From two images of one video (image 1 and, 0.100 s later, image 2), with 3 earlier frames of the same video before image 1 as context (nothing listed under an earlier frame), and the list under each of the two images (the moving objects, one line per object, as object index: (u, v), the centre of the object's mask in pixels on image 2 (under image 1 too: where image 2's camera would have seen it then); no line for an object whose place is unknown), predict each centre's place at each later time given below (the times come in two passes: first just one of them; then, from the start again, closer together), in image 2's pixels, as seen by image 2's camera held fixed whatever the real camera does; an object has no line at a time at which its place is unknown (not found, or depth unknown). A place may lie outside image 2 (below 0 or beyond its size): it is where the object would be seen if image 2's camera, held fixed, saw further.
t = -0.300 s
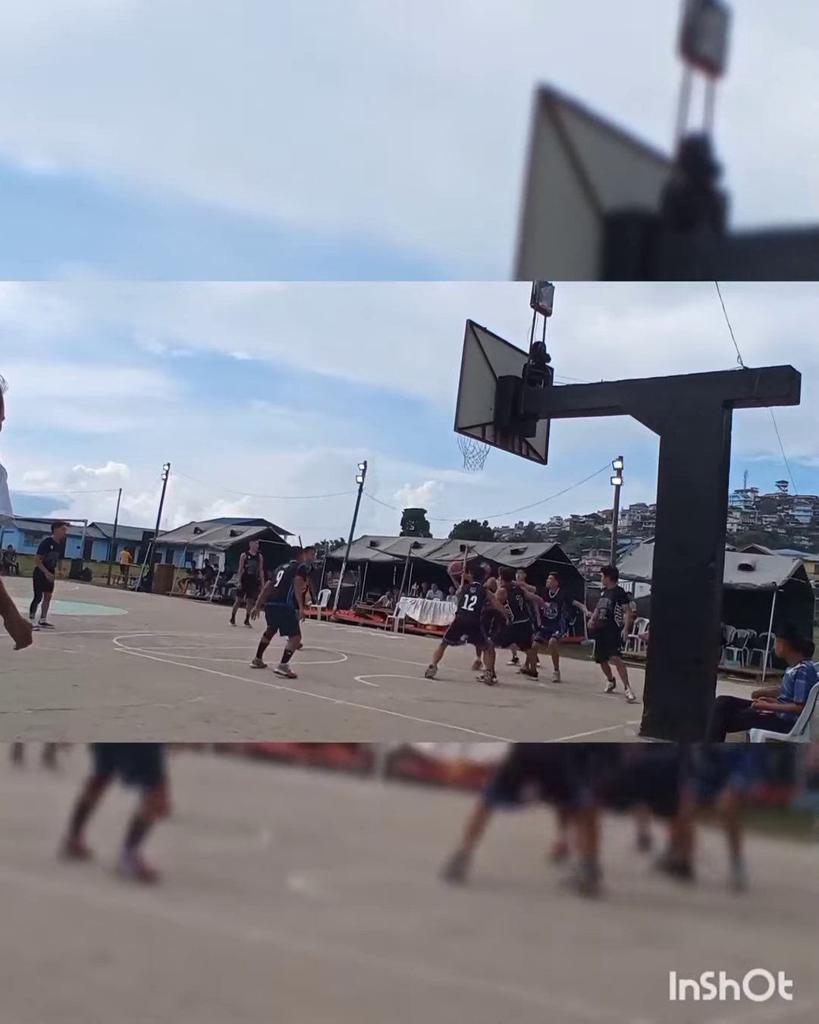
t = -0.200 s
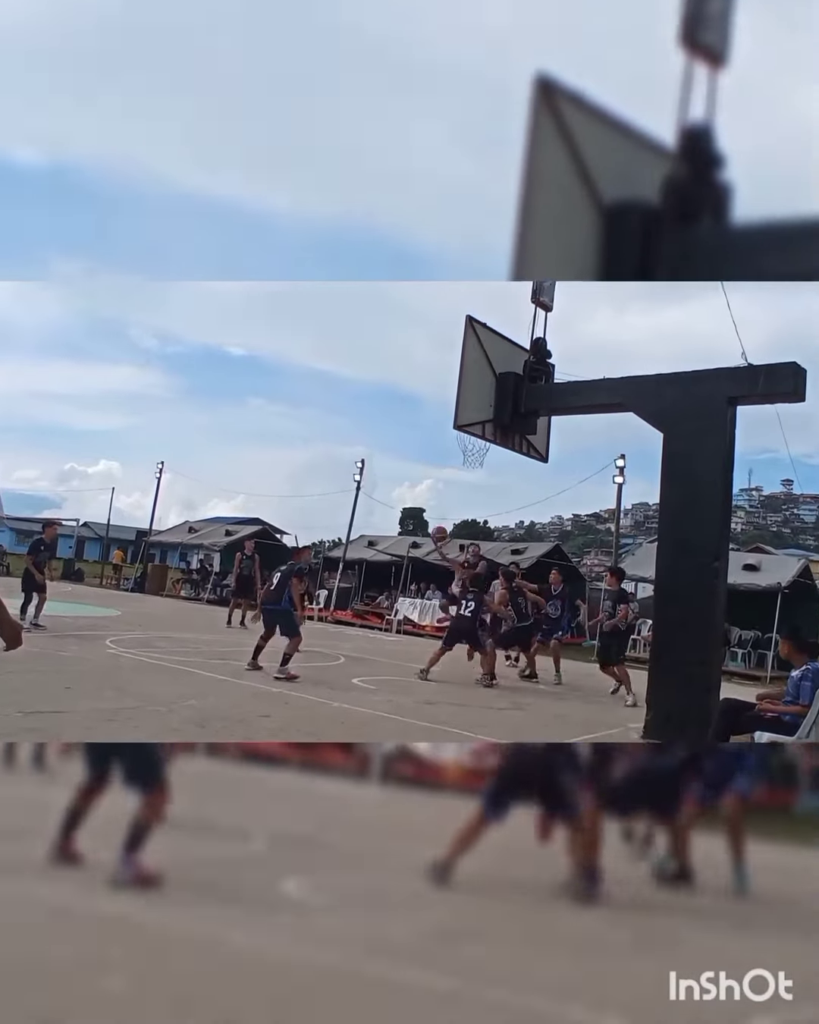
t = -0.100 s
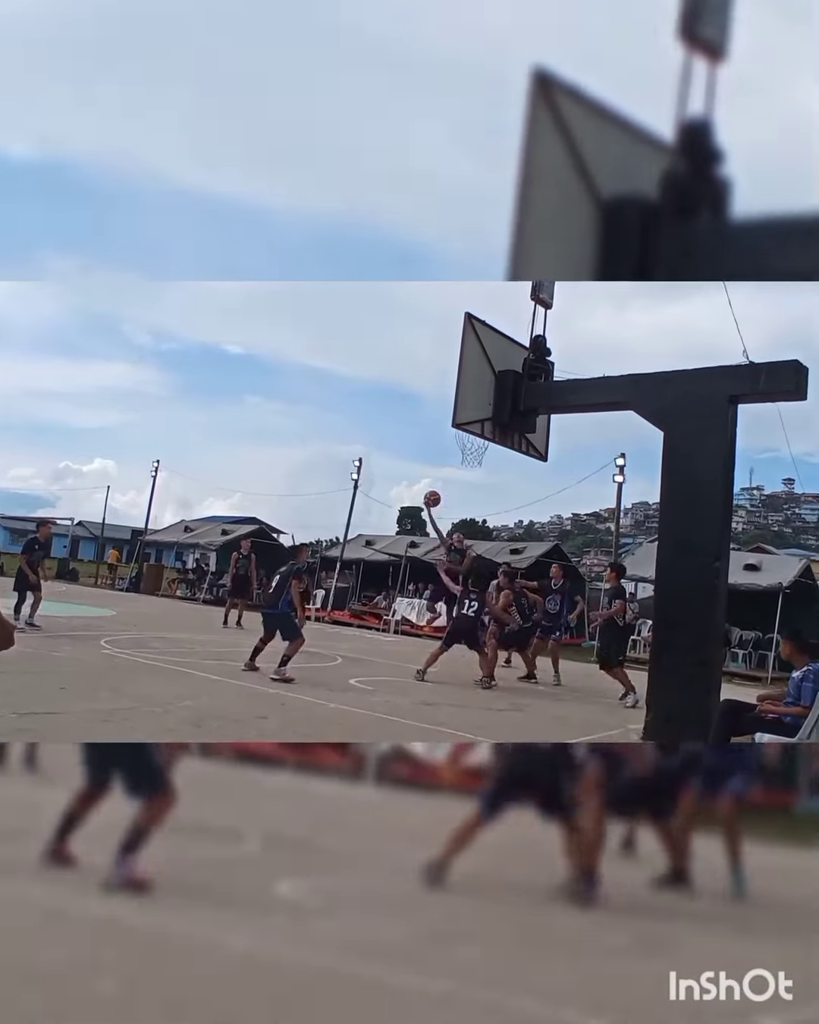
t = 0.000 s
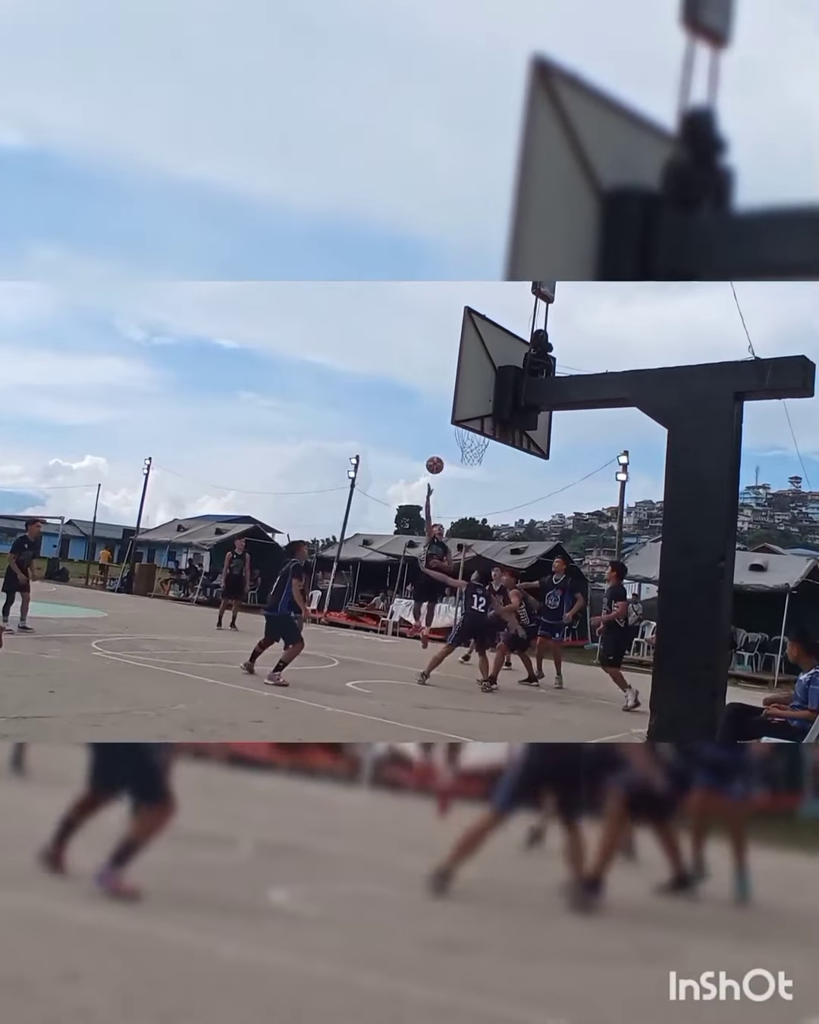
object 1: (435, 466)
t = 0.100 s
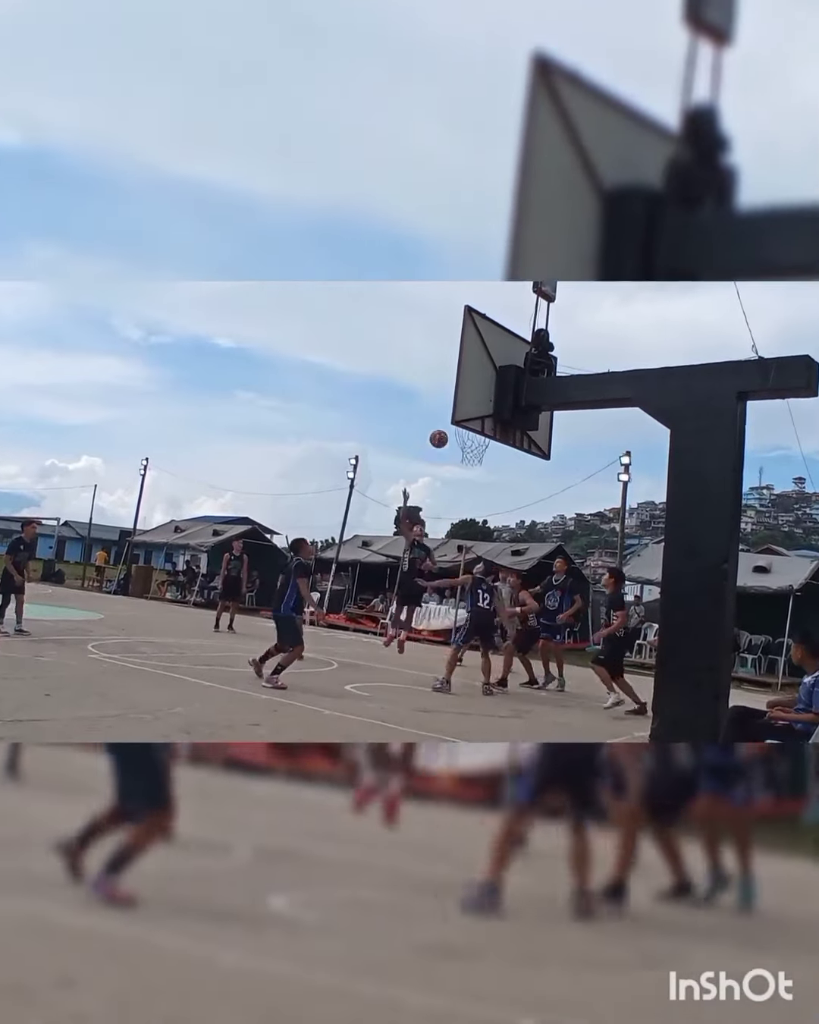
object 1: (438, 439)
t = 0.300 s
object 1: (444, 403)
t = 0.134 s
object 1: (440, 431)
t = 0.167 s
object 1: (440, 424)
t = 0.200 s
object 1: (442, 418)
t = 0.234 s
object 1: (443, 412)
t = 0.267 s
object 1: (444, 407)
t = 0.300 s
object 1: (444, 403)
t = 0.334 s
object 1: (445, 399)
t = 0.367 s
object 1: (445, 396)
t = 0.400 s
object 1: (446, 395)
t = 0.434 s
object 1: (446, 393)
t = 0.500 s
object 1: (447, 394)
